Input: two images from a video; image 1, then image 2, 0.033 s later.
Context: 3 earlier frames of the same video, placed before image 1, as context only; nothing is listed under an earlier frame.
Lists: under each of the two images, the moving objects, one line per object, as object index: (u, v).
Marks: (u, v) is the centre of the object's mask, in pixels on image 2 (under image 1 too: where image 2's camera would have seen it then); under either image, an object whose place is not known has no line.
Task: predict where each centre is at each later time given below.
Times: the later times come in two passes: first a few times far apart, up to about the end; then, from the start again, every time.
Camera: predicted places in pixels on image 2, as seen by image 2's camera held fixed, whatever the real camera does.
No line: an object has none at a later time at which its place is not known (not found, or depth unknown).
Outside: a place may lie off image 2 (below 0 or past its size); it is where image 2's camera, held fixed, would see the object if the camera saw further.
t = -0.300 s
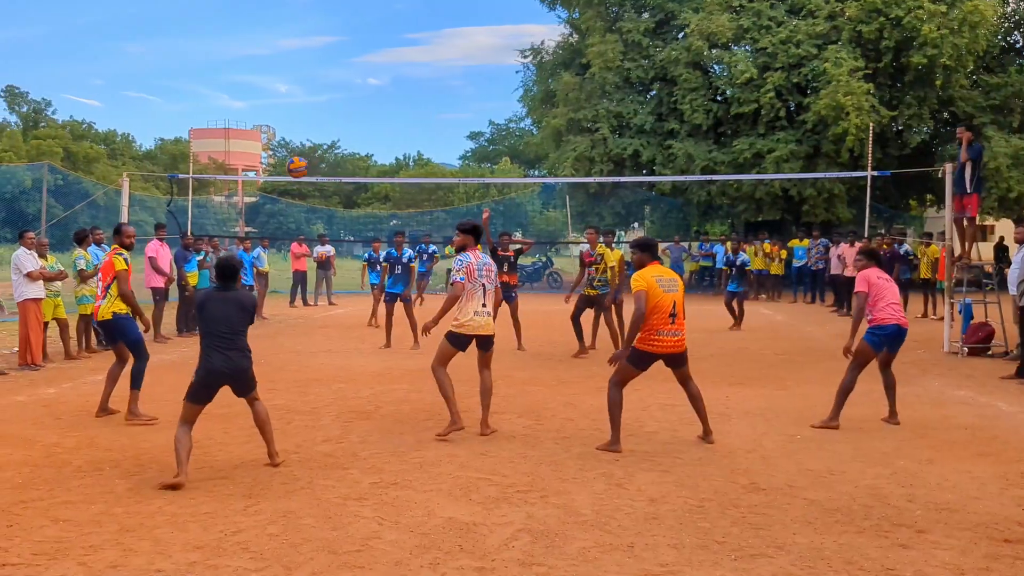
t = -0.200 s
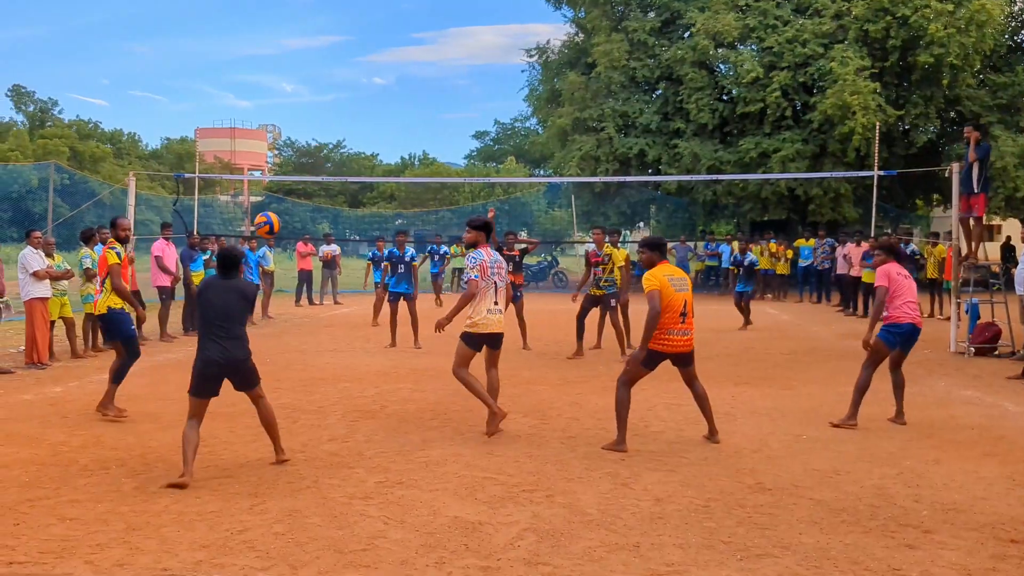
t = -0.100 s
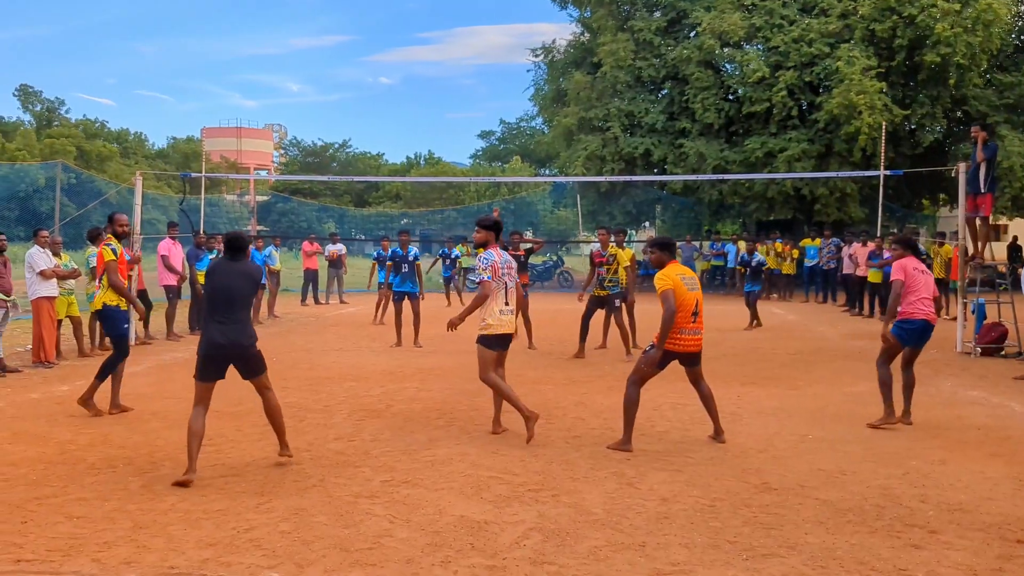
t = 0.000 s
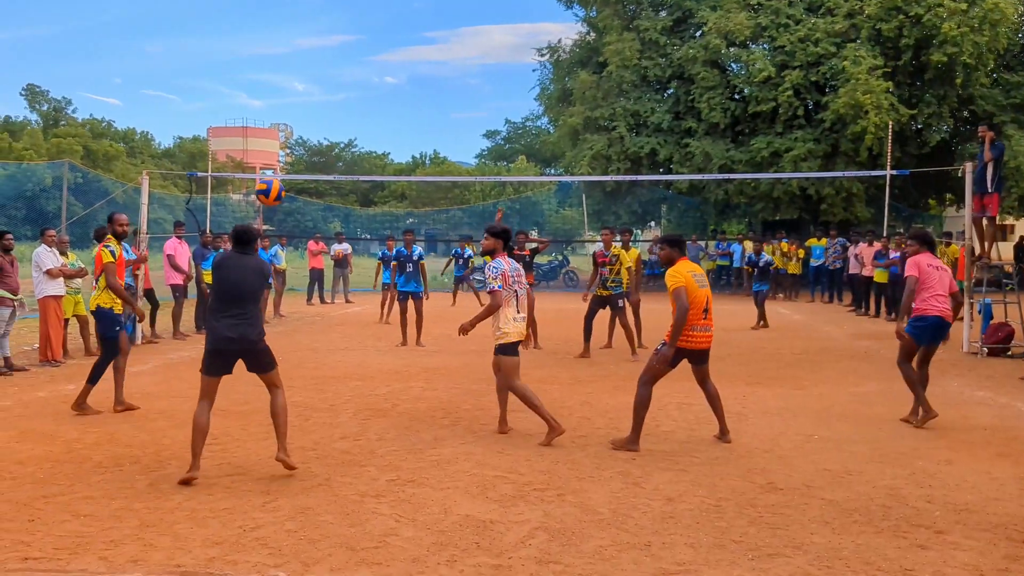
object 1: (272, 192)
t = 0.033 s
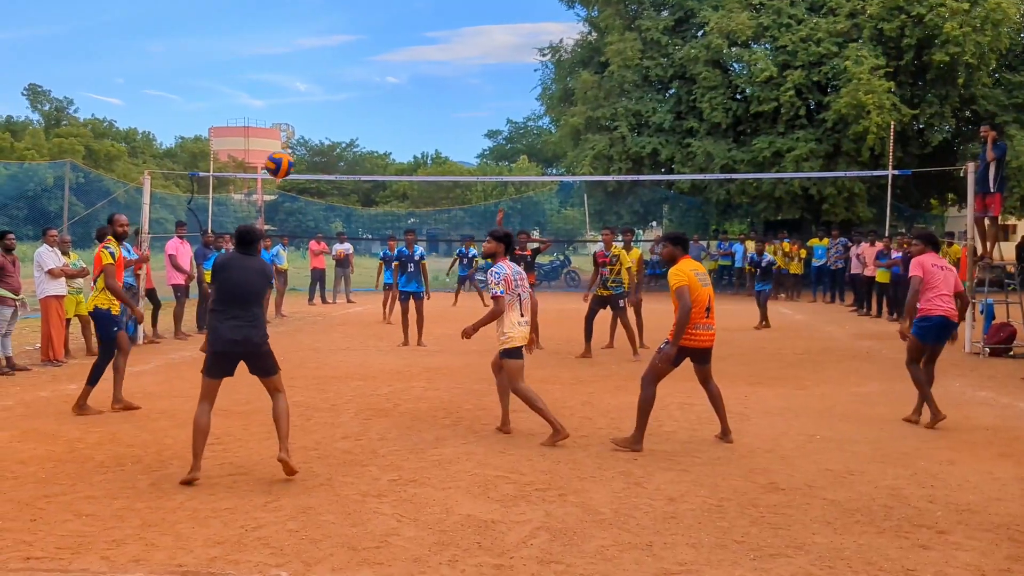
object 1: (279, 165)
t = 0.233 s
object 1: (321, 50)
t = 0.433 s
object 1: (354, 4)
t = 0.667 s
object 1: (386, 2)
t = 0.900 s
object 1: (412, 50)
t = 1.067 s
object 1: (428, 107)
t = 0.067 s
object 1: (287, 139)
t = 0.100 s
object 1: (294, 118)
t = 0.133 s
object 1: (301, 97)
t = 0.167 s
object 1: (308, 80)
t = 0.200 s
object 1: (315, 64)
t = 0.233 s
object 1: (321, 50)
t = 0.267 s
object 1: (327, 38)
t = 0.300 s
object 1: (333, 27)
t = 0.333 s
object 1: (338, 18)
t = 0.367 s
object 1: (344, 11)
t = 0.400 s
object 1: (349, 6)
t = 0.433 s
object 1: (354, 4)
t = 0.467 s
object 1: (359, 2)
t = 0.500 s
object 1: (364, -1)
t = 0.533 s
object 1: (369, -3)
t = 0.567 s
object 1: (373, -4)
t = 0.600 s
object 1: (377, -3)
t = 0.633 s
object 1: (382, -2)
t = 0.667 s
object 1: (386, 2)
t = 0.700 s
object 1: (390, 7)
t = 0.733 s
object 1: (394, 12)
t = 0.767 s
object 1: (398, 18)
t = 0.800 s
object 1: (402, 24)
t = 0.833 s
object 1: (405, 32)
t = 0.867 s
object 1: (409, 41)
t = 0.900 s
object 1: (412, 50)
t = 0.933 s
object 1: (416, 61)
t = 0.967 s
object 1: (419, 72)
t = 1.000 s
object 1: (422, 83)
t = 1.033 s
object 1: (425, 95)
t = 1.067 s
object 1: (428, 107)
